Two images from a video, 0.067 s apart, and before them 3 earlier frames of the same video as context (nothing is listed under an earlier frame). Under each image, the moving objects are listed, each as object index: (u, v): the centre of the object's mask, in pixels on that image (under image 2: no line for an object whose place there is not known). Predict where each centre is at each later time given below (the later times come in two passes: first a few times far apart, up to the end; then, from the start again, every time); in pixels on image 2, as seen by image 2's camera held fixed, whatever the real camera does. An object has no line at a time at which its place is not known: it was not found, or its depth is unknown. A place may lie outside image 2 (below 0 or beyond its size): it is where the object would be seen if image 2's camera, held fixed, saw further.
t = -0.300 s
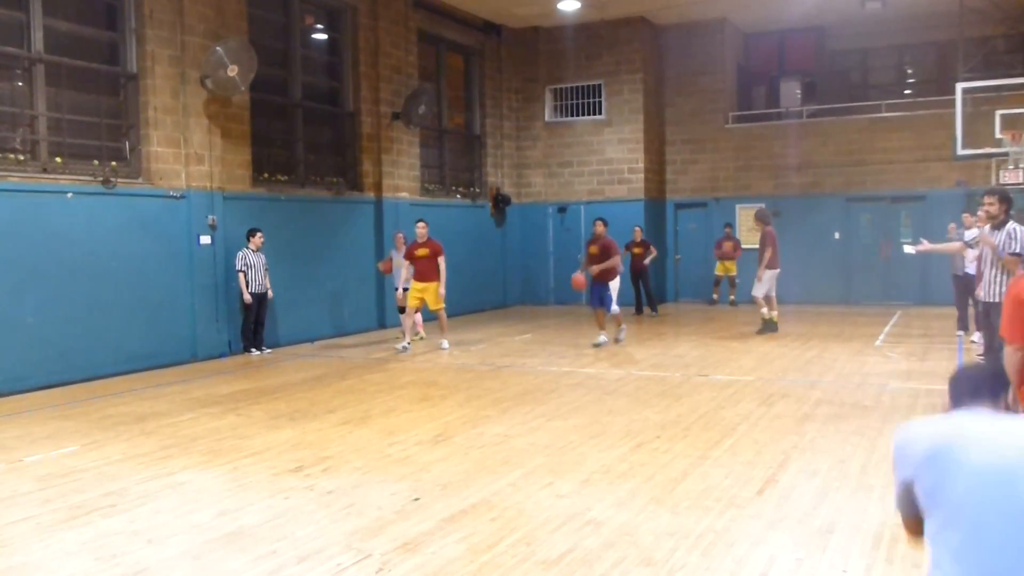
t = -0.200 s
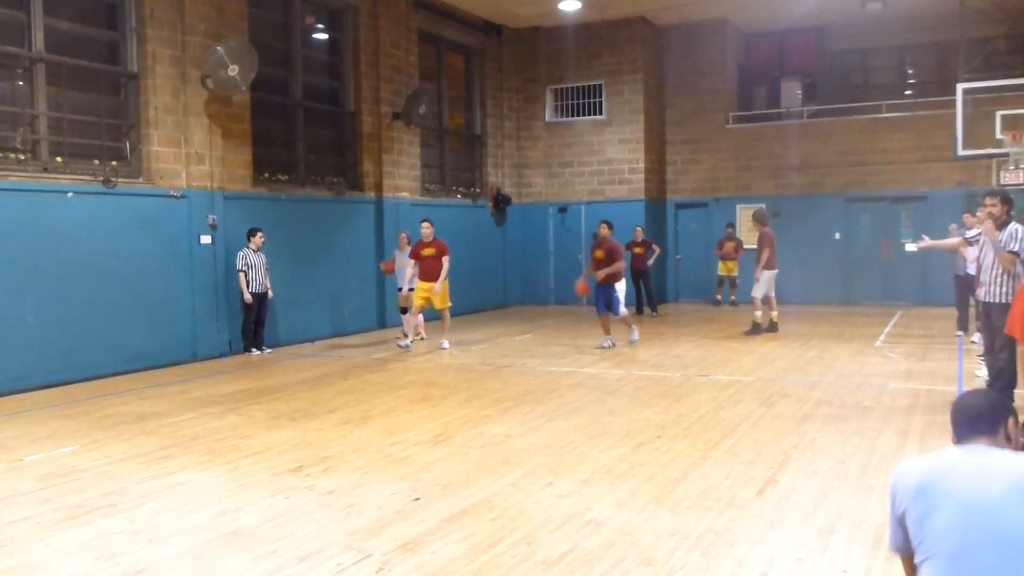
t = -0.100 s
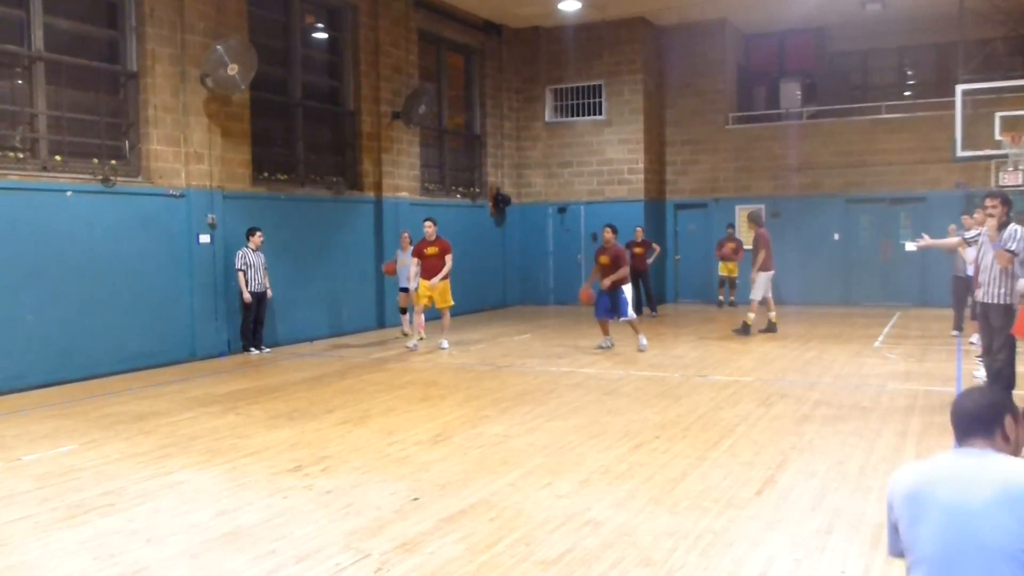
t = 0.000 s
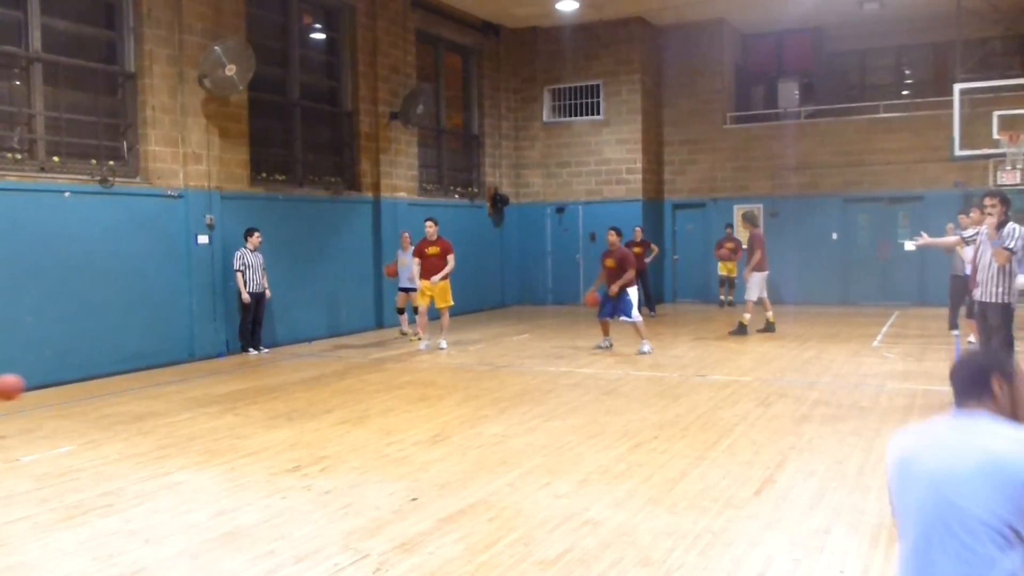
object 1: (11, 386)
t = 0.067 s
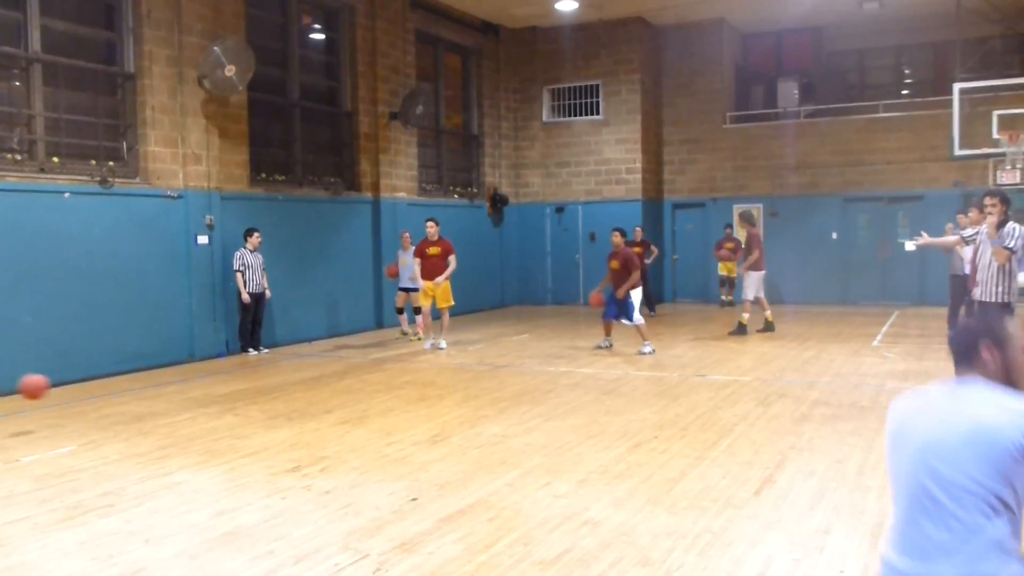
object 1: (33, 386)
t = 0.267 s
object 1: (103, 406)
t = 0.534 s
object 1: (177, 371)
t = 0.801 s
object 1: (242, 369)
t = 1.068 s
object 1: (295, 367)
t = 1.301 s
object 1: (338, 354)
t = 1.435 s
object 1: (360, 360)
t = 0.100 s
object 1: (46, 387)
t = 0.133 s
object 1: (57, 391)
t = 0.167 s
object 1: (69, 394)
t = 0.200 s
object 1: (80, 399)
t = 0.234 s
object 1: (92, 406)
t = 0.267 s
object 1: (103, 406)
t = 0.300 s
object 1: (114, 397)
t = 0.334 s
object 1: (123, 388)
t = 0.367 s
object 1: (132, 382)
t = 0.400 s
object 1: (141, 377)
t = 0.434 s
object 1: (150, 373)
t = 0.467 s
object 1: (160, 371)
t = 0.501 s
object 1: (169, 370)
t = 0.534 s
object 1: (177, 371)
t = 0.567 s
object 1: (185, 372)
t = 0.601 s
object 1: (194, 375)
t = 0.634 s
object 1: (202, 377)
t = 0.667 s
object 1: (211, 382)
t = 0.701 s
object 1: (219, 386)
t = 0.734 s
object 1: (227, 380)
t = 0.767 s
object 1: (234, 374)
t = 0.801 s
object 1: (242, 369)
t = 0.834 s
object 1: (248, 365)
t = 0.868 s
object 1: (255, 363)
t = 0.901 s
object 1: (262, 361)
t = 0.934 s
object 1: (269, 360)
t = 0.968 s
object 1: (275, 360)
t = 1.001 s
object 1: (282, 361)
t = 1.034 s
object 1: (289, 363)
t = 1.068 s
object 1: (295, 367)
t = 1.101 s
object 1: (302, 370)
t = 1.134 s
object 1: (308, 368)
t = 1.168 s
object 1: (315, 362)
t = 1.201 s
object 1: (320, 359)
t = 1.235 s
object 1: (326, 356)
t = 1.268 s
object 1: (332, 355)
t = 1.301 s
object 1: (338, 354)
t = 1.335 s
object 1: (343, 354)
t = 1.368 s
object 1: (348, 354)
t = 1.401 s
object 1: (354, 357)
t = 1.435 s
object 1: (360, 360)
